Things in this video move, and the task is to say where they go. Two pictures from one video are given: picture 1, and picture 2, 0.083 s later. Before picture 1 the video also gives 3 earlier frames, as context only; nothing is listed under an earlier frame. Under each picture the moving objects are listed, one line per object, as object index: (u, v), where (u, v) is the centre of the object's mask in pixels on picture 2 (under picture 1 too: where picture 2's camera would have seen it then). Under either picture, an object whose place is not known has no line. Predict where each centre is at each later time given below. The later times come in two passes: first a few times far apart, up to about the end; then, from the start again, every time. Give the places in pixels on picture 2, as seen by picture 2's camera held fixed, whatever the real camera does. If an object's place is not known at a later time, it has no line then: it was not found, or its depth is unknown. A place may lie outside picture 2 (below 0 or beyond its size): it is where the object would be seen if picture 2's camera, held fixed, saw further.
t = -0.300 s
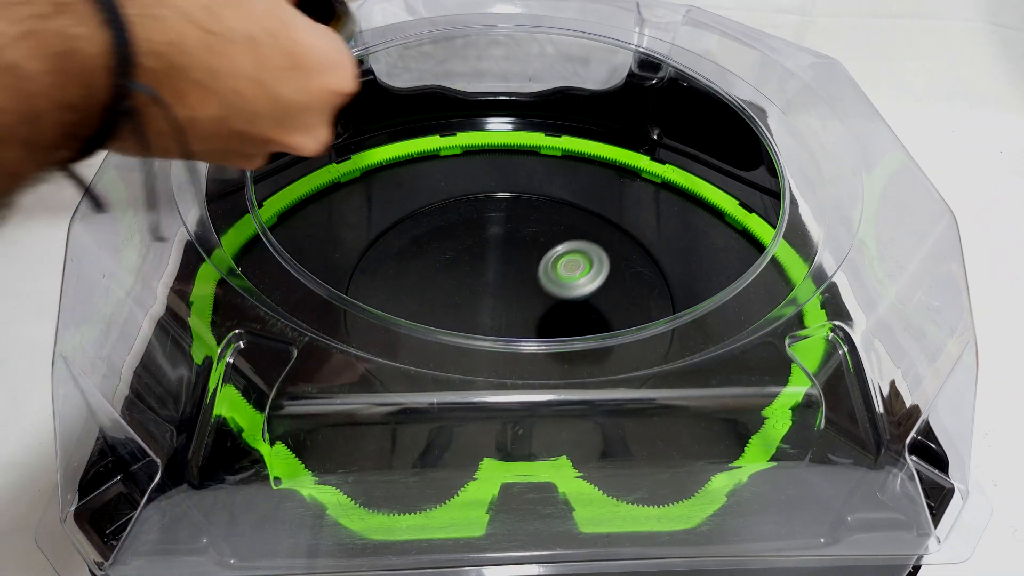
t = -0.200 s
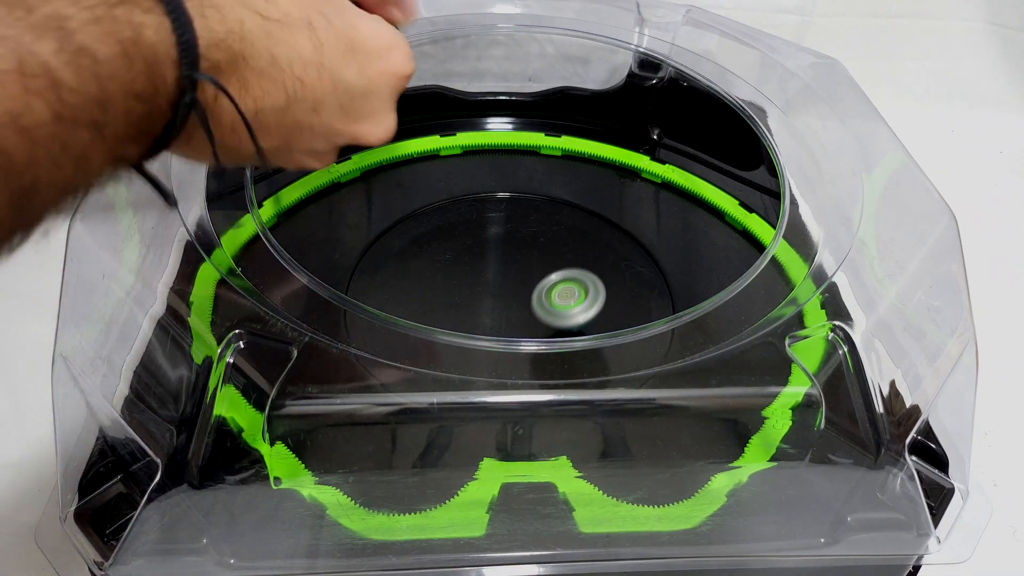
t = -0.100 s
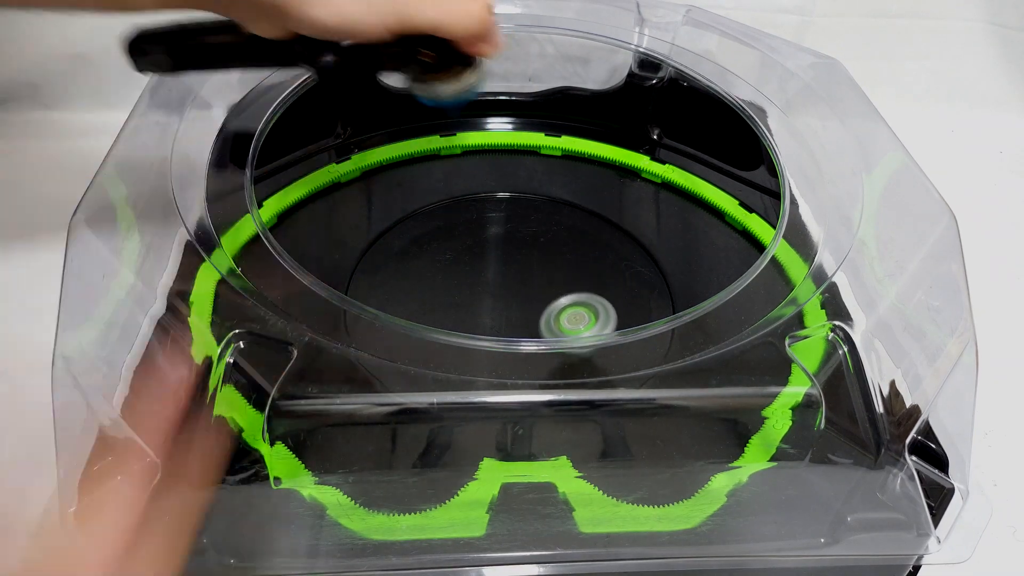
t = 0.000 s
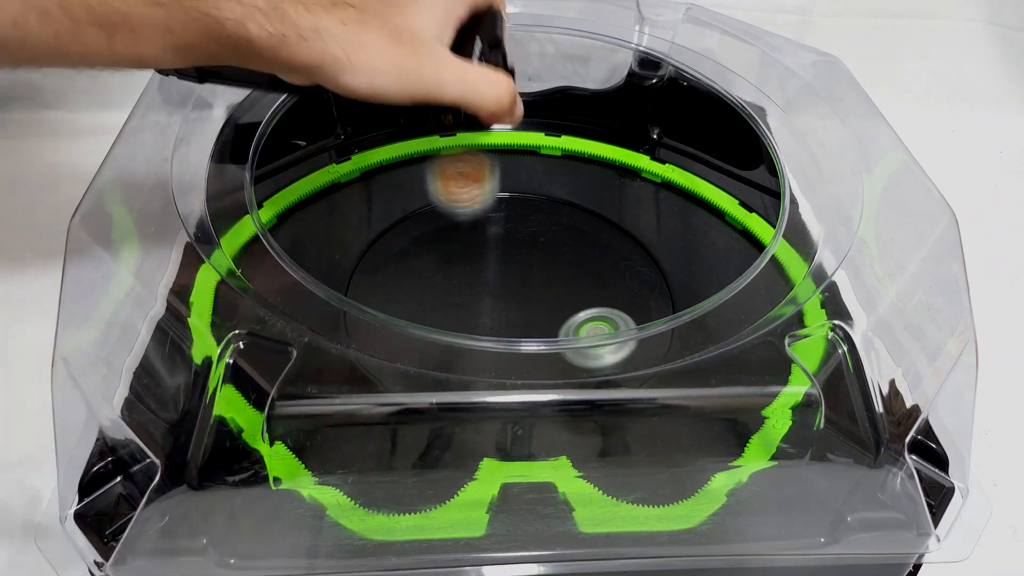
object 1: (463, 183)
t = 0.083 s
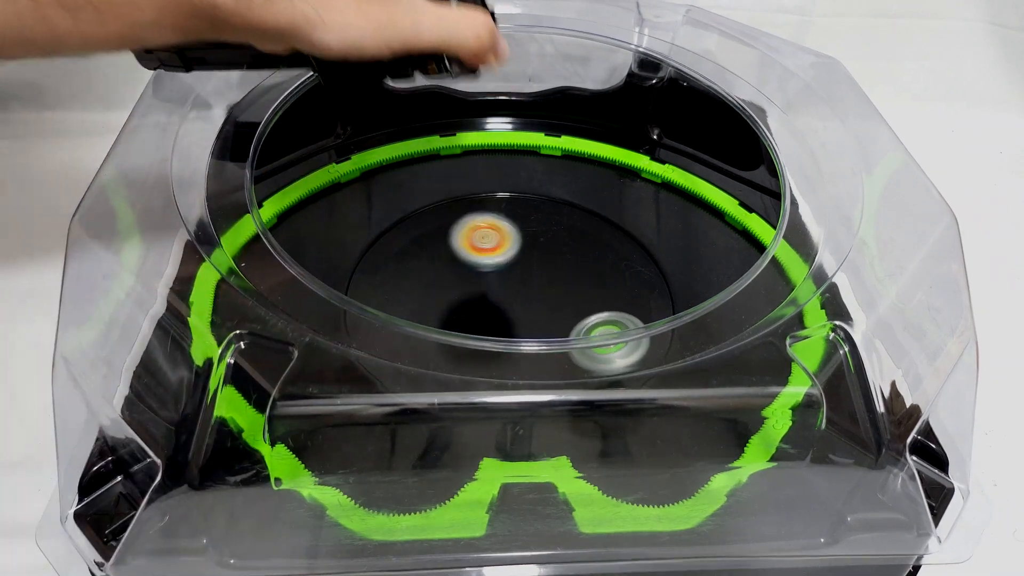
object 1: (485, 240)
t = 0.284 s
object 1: (555, 188)
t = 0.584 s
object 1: (400, 164)
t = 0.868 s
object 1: (464, 343)
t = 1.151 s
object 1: (762, 216)
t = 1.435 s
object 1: (486, 378)
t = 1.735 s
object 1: (466, 145)
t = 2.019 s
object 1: (563, 303)
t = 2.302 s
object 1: (458, 236)
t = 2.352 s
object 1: (417, 268)
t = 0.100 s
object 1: (492, 243)
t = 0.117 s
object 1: (499, 248)
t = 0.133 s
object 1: (505, 257)
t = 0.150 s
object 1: (512, 269)
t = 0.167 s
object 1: (521, 271)
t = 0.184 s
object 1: (530, 274)
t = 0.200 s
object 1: (540, 280)
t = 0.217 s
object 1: (550, 282)
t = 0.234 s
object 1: (559, 283)
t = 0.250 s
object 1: (561, 258)
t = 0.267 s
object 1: (559, 222)
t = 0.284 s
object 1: (555, 188)
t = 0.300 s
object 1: (549, 155)
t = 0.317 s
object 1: (541, 126)
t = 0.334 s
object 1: (533, 111)
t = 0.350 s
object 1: (524, 101)
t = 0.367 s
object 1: (514, 92)
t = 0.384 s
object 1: (504, 87)
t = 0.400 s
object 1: (495, 84)
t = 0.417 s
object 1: (486, 85)
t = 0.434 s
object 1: (475, 90)
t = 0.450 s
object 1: (465, 98)
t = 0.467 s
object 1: (455, 108)
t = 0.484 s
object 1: (447, 113)
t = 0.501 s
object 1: (439, 120)
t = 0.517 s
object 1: (431, 131)
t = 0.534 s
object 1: (423, 145)
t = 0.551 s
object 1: (415, 152)
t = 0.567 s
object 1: (407, 156)
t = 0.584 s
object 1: (400, 164)
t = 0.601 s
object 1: (392, 176)
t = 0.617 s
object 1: (386, 185)
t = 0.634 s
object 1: (381, 189)
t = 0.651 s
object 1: (375, 197)
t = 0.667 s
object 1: (371, 205)
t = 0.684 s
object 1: (369, 211)
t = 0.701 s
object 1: (368, 220)
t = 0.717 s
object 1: (368, 230)
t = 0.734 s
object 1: (370, 242)
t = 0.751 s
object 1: (374, 254)
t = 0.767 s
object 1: (378, 267)
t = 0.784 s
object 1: (386, 279)
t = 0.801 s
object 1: (397, 291)
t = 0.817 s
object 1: (410, 306)
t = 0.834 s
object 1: (426, 321)
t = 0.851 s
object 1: (445, 333)
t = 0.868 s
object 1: (464, 343)
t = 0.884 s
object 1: (488, 354)
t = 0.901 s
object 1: (513, 361)
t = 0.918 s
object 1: (538, 366)
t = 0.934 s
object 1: (565, 370)
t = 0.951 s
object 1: (592, 374)
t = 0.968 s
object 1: (620, 372)
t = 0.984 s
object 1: (646, 368)
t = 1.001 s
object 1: (671, 363)
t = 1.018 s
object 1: (696, 361)
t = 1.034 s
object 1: (719, 357)
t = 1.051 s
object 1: (744, 353)
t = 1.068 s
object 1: (761, 344)
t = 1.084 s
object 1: (786, 336)
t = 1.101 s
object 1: (804, 324)
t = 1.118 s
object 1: (798, 284)
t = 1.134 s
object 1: (790, 251)
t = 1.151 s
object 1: (762, 216)
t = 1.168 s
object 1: (727, 189)
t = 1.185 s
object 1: (687, 166)
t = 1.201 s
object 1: (643, 149)
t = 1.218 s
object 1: (593, 137)
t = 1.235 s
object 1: (528, 130)
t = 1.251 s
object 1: (464, 130)
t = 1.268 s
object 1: (400, 142)
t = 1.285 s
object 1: (340, 164)
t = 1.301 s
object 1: (290, 193)
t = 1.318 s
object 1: (244, 238)
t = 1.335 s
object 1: (223, 293)
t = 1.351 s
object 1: (250, 352)
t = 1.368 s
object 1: (284, 400)
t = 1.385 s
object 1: (351, 449)
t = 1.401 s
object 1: (414, 472)
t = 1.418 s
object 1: (466, 422)
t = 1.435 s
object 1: (486, 378)
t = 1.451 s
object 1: (517, 362)
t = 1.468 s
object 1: (547, 338)
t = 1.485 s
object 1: (575, 314)
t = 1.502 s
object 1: (600, 302)
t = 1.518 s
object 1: (622, 285)
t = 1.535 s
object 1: (645, 264)
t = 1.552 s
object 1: (661, 242)
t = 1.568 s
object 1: (668, 221)
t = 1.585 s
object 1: (672, 205)
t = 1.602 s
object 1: (678, 188)
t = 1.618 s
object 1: (680, 179)
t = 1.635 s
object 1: (679, 166)
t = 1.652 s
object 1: (648, 159)
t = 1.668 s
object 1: (609, 158)
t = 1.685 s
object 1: (572, 156)
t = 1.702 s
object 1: (536, 153)
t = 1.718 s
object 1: (501, 150)
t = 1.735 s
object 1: (466, 145)
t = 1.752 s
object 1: (433, 140)
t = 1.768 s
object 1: (400, 138)
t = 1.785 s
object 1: (361, 157)
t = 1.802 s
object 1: (317, 183)
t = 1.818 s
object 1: (266, 206)
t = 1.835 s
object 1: (231, 244)
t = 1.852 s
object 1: (216, 290)
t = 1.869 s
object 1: (235, 333)
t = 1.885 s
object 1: (265, 380)
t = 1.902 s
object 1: (313, 428)
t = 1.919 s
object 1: (364, 465)
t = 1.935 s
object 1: (424, 465)
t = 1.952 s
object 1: (464, 428)
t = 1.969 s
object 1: (492, 388)
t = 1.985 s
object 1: (521, 351)
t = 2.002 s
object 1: (545, 316)
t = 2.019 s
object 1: (563, 303)
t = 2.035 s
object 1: (580, 283)
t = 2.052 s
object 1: (594, 253)
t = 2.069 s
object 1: (608, 227)
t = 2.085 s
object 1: (618, 200)
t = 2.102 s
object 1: (625, 176)
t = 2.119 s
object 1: (631, 154)
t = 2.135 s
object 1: (632, 140)
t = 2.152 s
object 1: (620, 142)
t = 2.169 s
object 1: (603, 150)
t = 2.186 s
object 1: (585, 164)
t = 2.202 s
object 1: (567, 179)
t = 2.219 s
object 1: (549, 190)
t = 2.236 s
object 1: (531, 199)
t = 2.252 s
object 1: (513, 208)
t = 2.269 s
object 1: (492, 218)
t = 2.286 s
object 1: (476, 226)
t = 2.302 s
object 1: (458, 236)
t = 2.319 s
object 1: (444, 245)
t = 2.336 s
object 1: (430, 257)
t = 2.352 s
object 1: (417, 268)
